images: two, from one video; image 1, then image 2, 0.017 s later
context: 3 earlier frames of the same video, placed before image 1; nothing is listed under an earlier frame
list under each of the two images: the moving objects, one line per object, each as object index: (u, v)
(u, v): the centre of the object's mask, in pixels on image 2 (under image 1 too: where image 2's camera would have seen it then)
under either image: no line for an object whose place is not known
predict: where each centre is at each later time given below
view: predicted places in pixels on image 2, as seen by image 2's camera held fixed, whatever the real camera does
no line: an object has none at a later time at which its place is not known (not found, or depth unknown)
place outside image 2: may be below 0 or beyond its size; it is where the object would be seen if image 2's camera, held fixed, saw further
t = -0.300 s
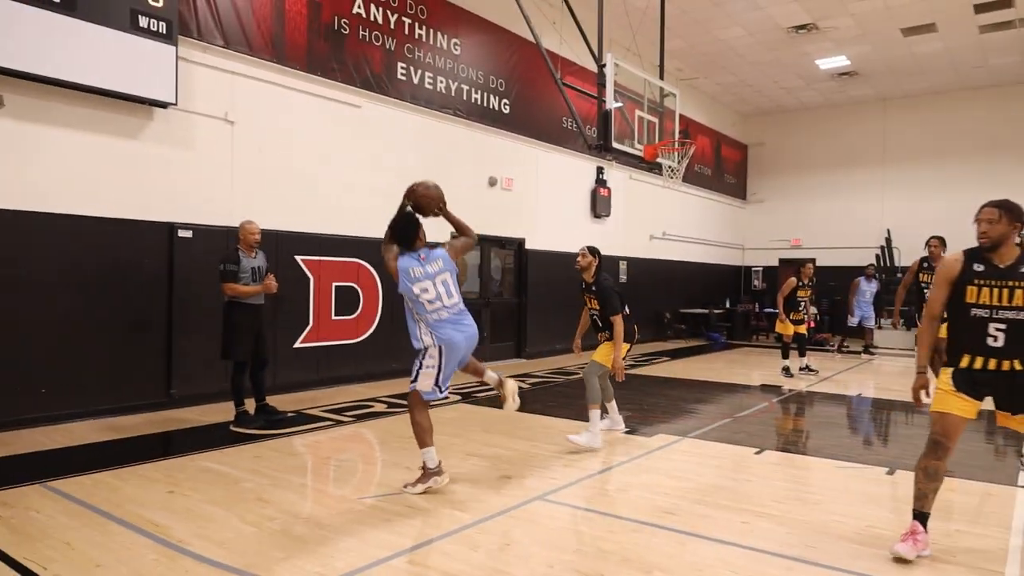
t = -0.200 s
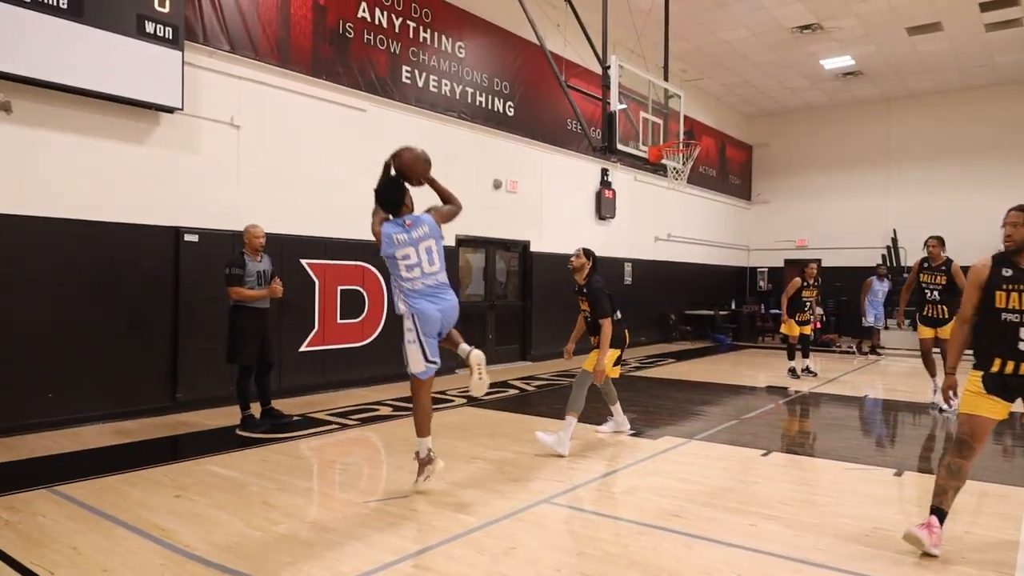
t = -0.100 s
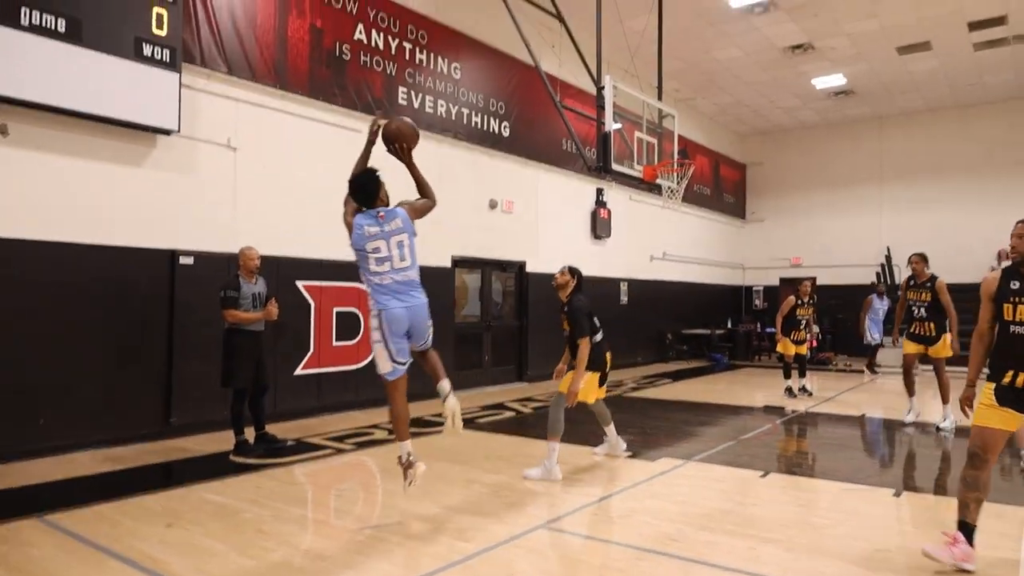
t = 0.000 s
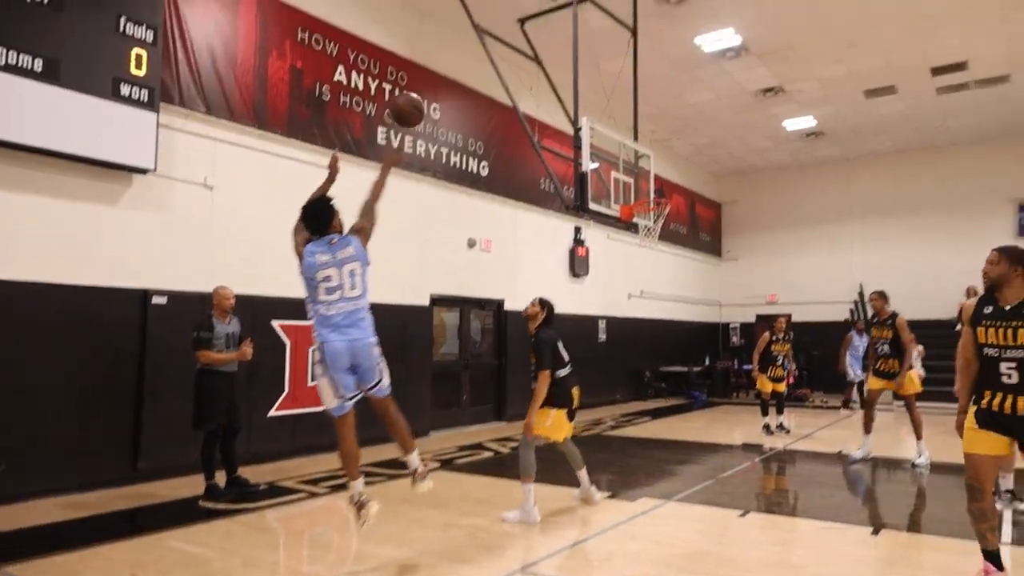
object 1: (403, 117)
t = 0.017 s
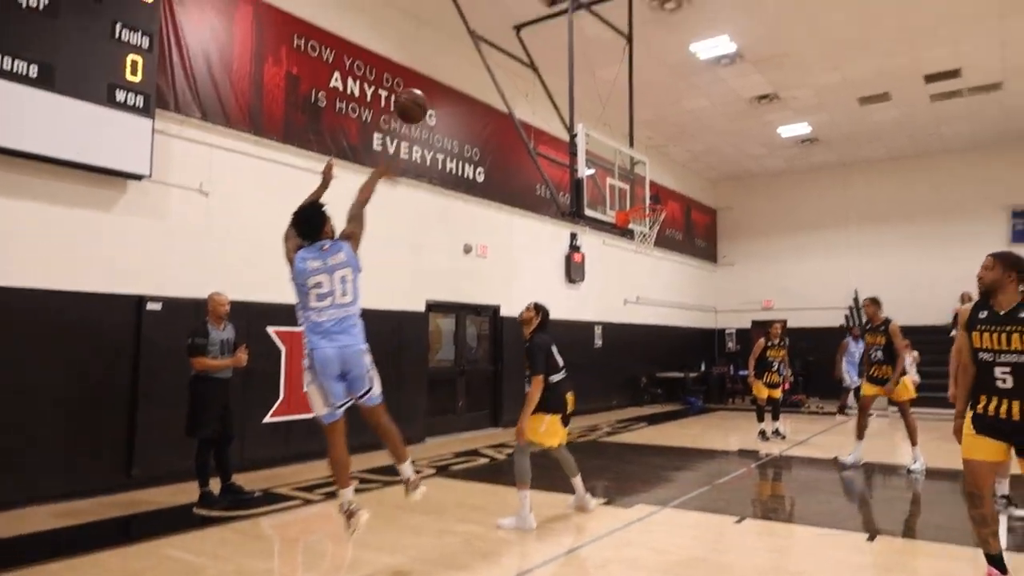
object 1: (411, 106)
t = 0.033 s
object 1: (419, 96)
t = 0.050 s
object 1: (426, 88)
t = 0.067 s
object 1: (433, 79)
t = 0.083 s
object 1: (440, 71)
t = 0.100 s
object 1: (446, 65)
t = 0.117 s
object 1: (453, 59)
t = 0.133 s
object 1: (459, 53)
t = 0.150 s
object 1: (465, 47)
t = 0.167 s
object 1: (471, 42)
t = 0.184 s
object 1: (477, 38)
